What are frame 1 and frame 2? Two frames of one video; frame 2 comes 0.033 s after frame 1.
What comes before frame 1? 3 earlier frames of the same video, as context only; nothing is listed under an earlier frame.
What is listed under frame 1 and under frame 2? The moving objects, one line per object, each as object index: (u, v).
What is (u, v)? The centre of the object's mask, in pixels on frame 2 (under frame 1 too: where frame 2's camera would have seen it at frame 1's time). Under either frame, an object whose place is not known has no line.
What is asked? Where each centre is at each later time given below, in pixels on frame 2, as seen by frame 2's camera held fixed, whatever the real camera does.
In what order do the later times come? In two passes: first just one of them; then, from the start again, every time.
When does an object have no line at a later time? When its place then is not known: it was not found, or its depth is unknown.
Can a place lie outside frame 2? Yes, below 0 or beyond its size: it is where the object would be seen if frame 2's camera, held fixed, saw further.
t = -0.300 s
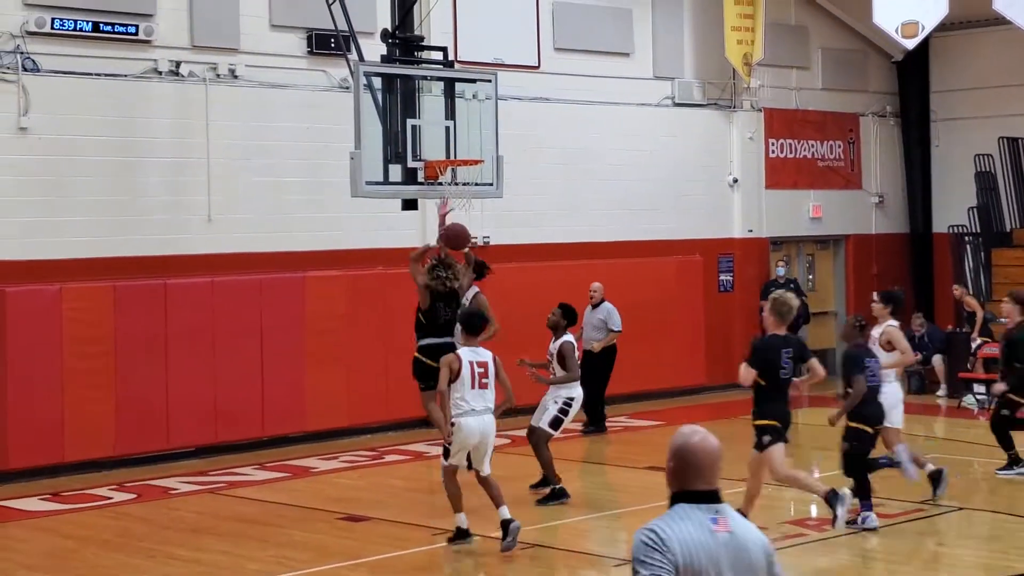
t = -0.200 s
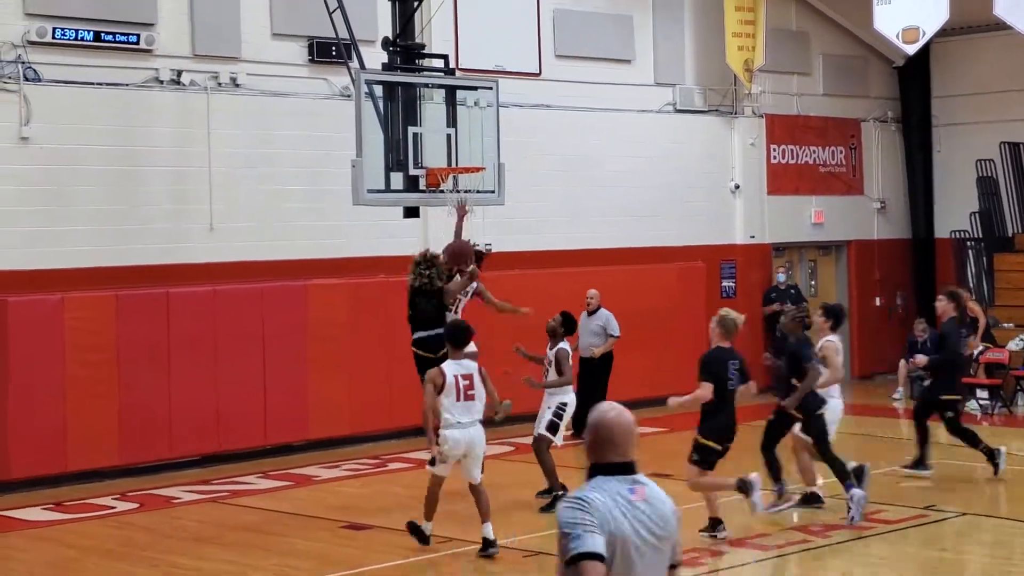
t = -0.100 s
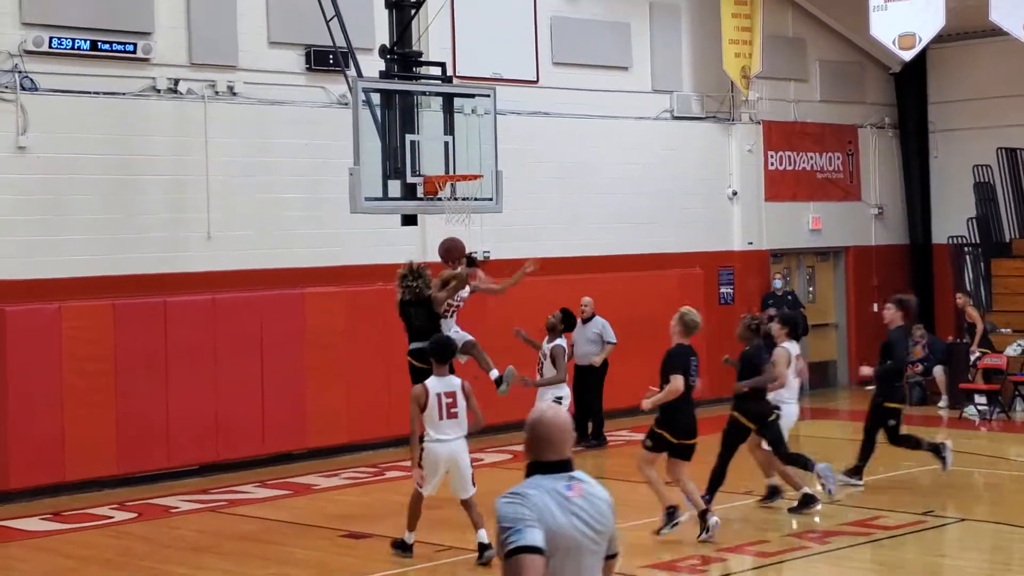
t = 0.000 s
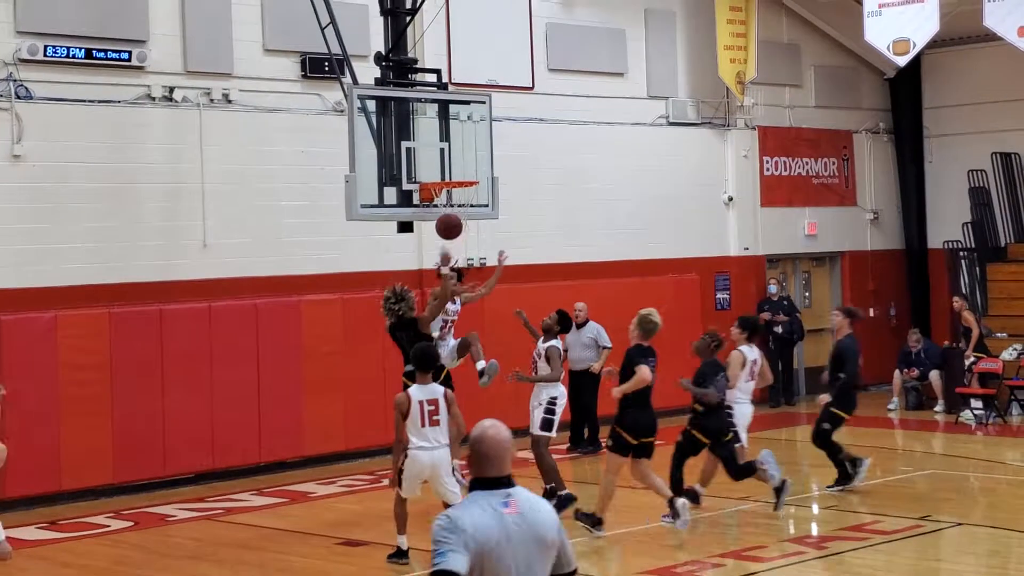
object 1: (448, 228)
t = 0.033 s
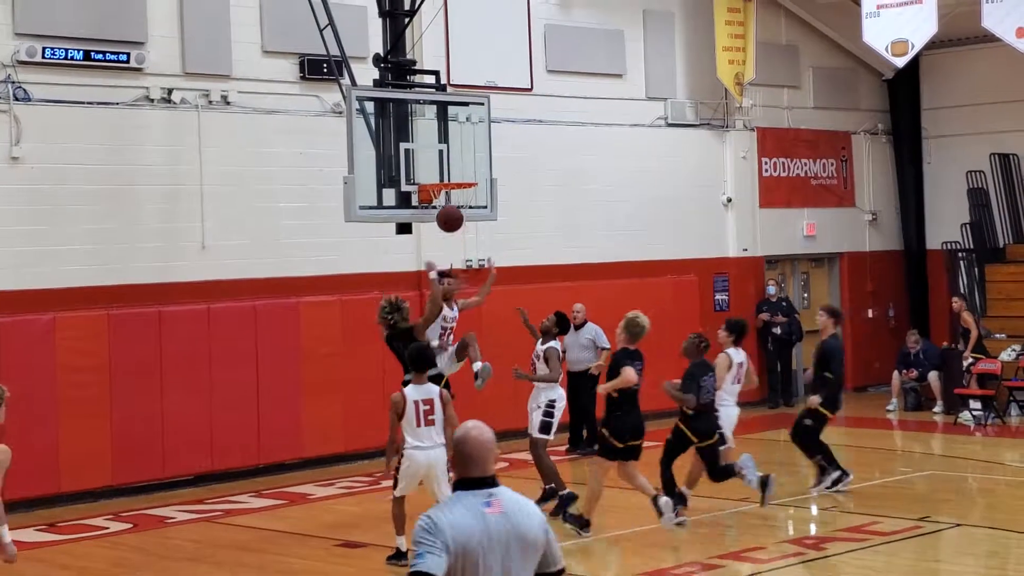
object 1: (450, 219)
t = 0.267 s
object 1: (466, 190)
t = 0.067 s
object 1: (452, 211)
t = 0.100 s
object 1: (454, 204)
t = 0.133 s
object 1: (457, 199)
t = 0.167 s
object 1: (458, 195)
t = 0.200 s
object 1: (461, 192)
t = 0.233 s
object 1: (463, 190)
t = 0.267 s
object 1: (466, 190)
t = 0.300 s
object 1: (468, 190)
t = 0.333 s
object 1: (471, 192)
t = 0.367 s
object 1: (473, 195)
